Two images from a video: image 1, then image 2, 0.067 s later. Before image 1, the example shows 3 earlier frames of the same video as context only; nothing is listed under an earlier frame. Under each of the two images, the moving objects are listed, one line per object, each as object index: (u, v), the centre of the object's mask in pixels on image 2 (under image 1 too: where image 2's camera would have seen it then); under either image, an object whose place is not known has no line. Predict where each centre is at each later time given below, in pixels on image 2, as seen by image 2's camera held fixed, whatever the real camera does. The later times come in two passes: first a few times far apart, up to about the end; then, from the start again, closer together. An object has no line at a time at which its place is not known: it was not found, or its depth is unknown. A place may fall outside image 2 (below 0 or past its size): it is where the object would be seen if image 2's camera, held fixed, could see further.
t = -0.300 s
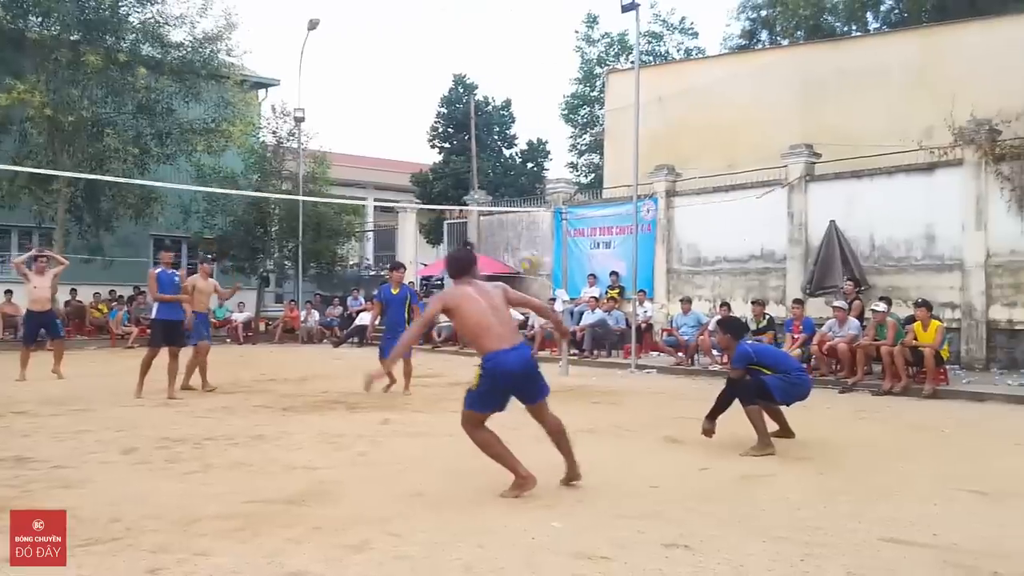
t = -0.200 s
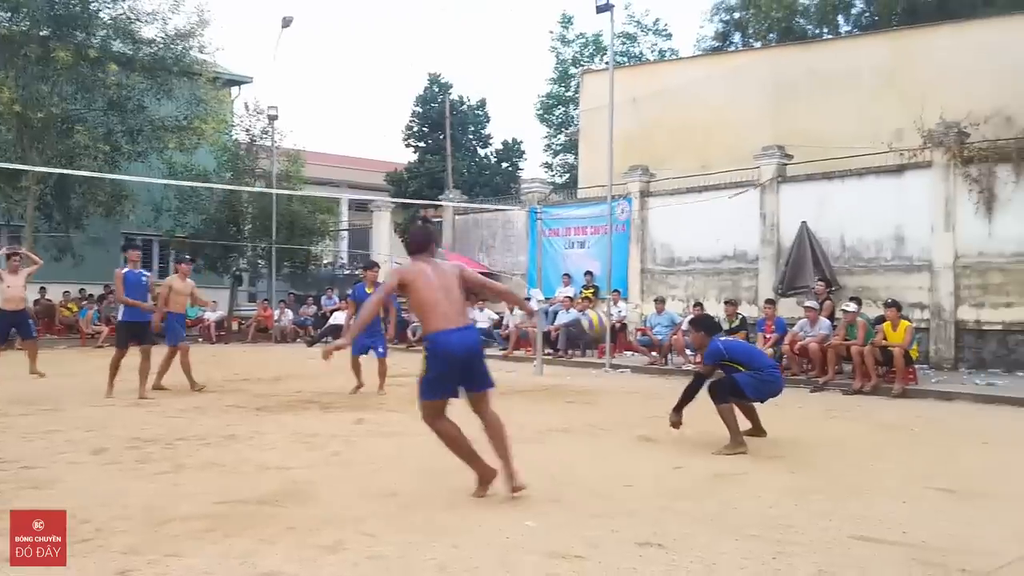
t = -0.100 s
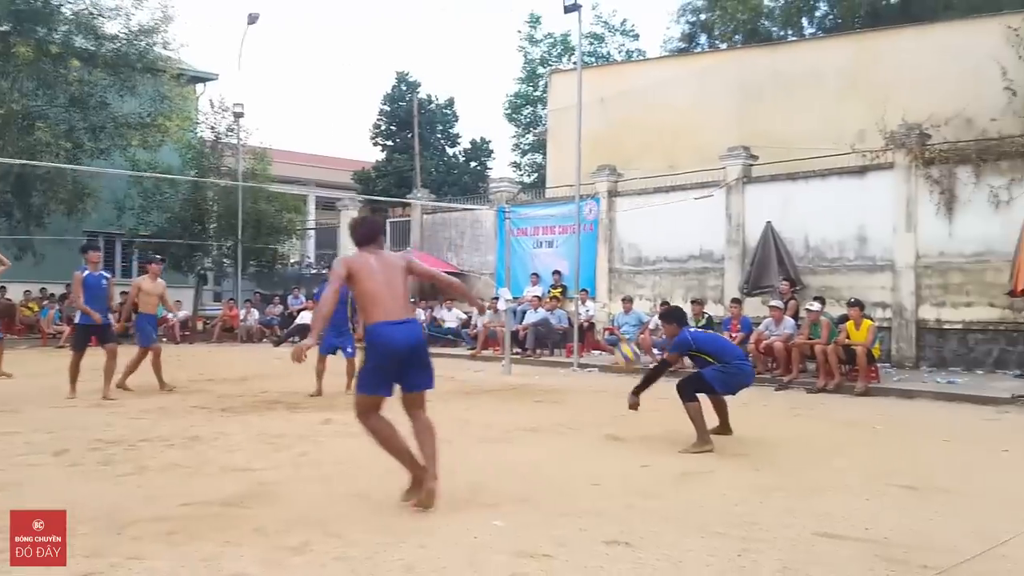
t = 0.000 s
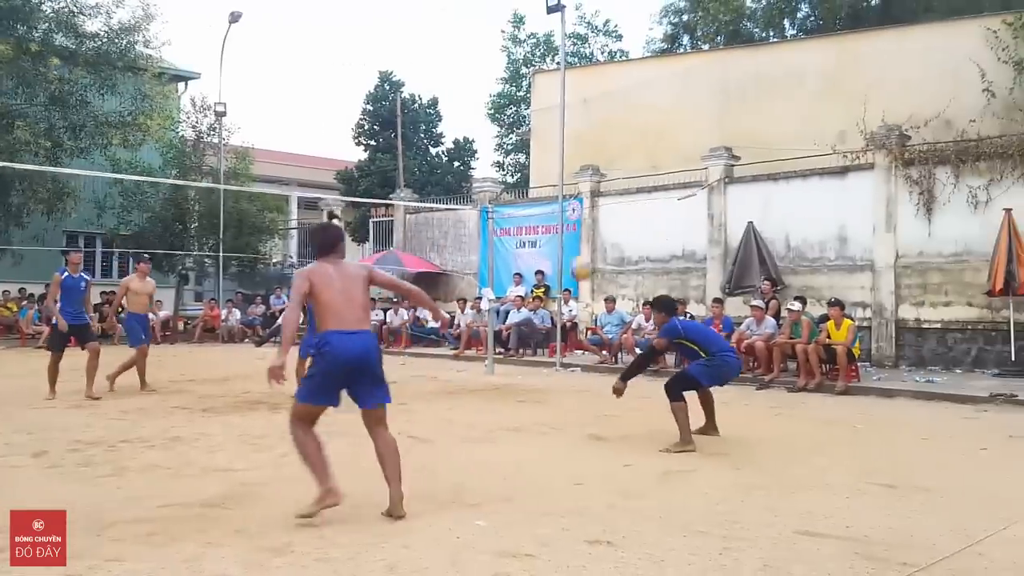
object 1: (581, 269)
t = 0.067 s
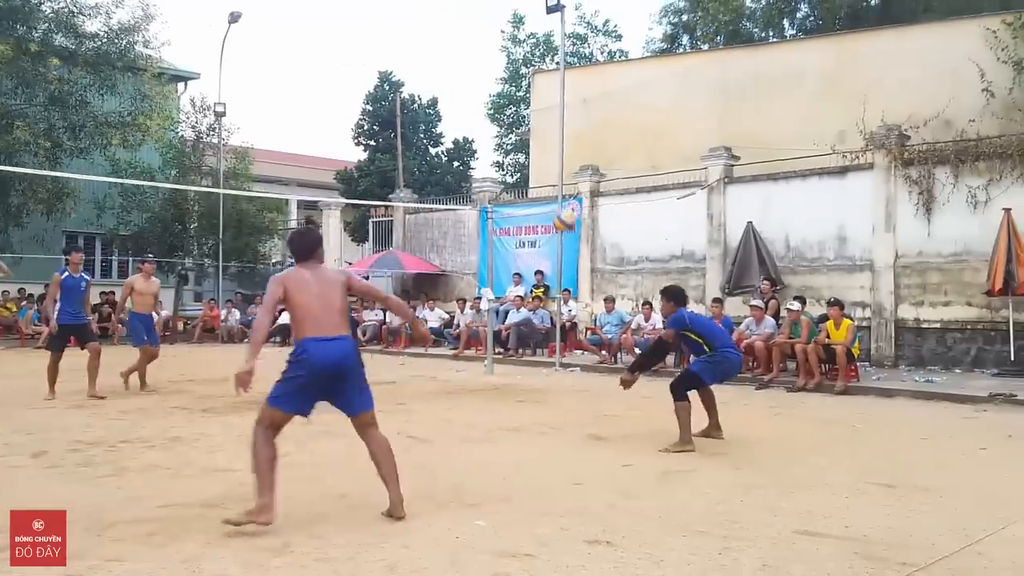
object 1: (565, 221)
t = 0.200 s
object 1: (532, 143)
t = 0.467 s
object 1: (477, 55)
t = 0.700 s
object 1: (432, 43)
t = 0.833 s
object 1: (409, 60)
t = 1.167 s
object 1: (354, 168)
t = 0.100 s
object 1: (557, 197)
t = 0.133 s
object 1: (549, 179)
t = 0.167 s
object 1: (541, 161)
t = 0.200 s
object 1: (532, 143)
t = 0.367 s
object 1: (497, 78)
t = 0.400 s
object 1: (489, 69)
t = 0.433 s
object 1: (483, 62)
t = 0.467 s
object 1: (477, 55)
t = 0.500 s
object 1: (470, 50)
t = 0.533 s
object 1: (463, 46)
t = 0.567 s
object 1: (457, 44)
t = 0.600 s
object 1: (451, 42)
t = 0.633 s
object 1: (444, 42)
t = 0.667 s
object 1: (438, 42)
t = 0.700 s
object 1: (432, 43)
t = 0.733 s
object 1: (426, 46)
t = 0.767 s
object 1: (421, 50)
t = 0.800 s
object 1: (415, 55)
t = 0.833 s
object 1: (409, 60)
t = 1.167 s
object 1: (354, 168)
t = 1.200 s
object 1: (347, 182)
